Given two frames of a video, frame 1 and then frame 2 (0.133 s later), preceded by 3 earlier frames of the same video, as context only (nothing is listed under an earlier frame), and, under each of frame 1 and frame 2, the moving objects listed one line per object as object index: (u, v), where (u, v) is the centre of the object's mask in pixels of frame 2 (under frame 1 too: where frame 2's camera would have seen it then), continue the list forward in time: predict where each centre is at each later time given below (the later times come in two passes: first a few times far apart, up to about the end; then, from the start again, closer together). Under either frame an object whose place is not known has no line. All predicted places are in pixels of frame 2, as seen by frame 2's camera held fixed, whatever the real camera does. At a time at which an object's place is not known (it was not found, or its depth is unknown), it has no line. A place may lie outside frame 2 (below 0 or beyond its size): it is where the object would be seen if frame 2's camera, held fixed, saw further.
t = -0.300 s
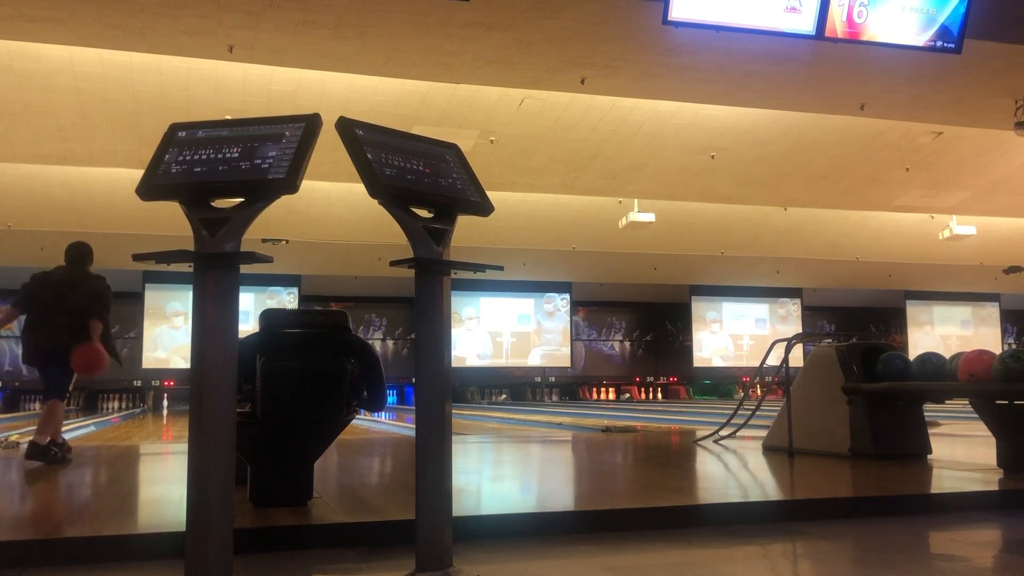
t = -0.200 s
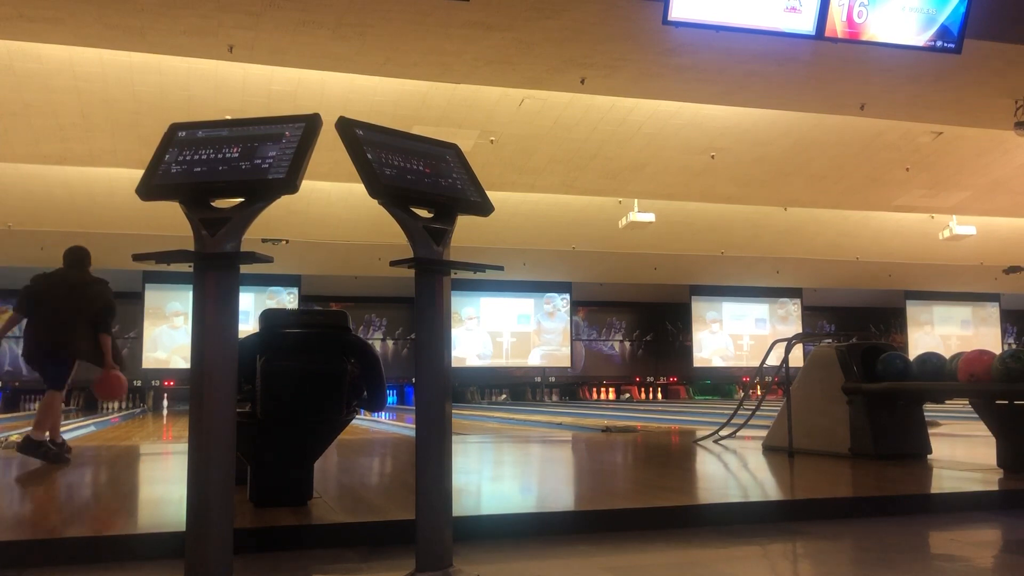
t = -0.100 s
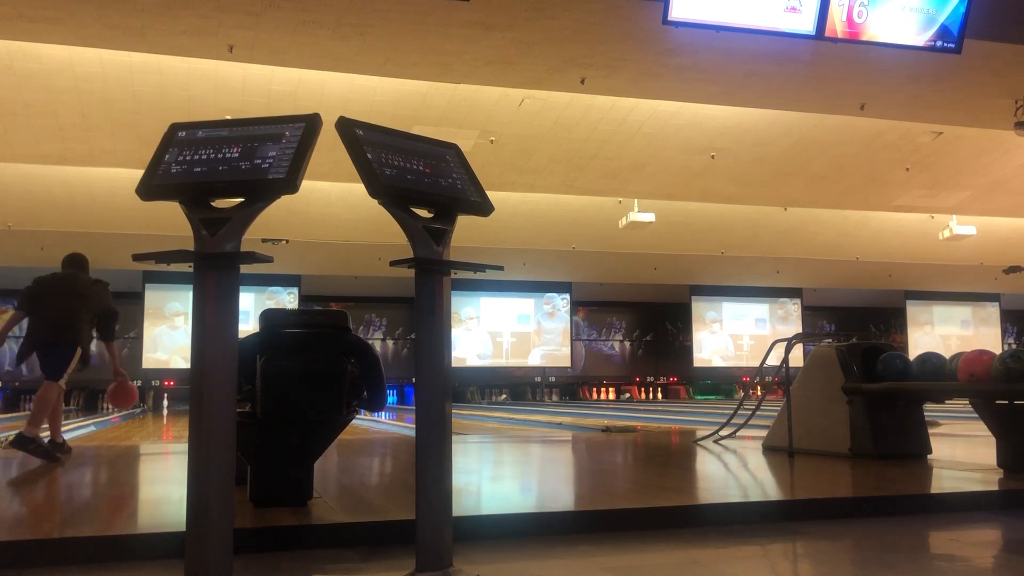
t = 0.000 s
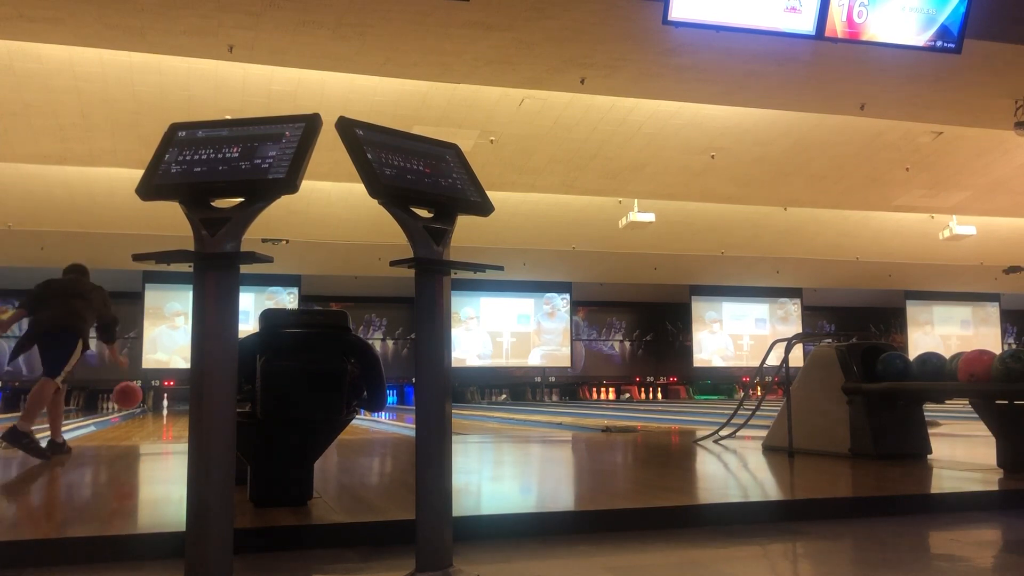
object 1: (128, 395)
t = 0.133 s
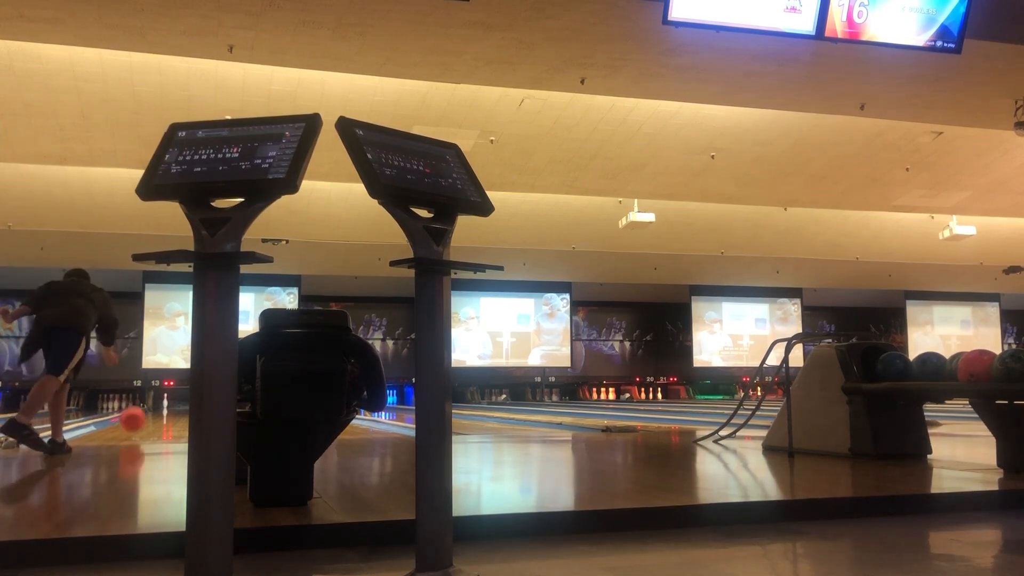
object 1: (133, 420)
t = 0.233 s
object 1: (136, 423)
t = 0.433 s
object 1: (140, 423)
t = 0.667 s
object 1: (144, 420)
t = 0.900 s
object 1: (147, 417)
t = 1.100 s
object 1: (149, 415)
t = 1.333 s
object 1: (151, 414)
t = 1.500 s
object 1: (153, 412)
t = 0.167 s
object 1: (134, 426)
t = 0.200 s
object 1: (135, 424)
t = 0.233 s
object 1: (136, 423)
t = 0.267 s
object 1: (137, 422)
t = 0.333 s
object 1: (140, 424)
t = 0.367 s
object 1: (139, 424)
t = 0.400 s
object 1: (139, 424)
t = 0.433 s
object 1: (140, 423)
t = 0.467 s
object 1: (140, 423)
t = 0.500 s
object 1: (140, 422)
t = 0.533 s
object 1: (141, 422)
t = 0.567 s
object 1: (142, 421)
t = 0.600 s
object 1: (143, 421)
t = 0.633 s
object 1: (143, 420)
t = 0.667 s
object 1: (144, 420)
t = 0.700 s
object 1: (144, 419)
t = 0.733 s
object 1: (144, 419)
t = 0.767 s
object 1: (145, 418)
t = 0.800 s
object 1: (146, 418)
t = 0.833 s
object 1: (146, 417)
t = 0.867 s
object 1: (147, 417)
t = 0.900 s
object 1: (147, 417)
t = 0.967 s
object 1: (147, 416)
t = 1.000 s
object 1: (148, 416)
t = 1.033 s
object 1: (148, 416)
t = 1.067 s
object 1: (149, 416)
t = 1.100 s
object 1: (149, 415)
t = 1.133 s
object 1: (149, 415)
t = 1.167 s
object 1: (150, 415)
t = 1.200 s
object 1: (150, 415)
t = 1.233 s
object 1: (150, 415)
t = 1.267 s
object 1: (151, 414)
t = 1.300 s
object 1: (151, 414)
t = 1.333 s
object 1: (151, 414)
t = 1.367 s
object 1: (152, 413)
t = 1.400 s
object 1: (152, 413)
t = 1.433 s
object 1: (152, 412)
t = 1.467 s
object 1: (153, 412)
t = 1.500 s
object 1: (153, 412)
